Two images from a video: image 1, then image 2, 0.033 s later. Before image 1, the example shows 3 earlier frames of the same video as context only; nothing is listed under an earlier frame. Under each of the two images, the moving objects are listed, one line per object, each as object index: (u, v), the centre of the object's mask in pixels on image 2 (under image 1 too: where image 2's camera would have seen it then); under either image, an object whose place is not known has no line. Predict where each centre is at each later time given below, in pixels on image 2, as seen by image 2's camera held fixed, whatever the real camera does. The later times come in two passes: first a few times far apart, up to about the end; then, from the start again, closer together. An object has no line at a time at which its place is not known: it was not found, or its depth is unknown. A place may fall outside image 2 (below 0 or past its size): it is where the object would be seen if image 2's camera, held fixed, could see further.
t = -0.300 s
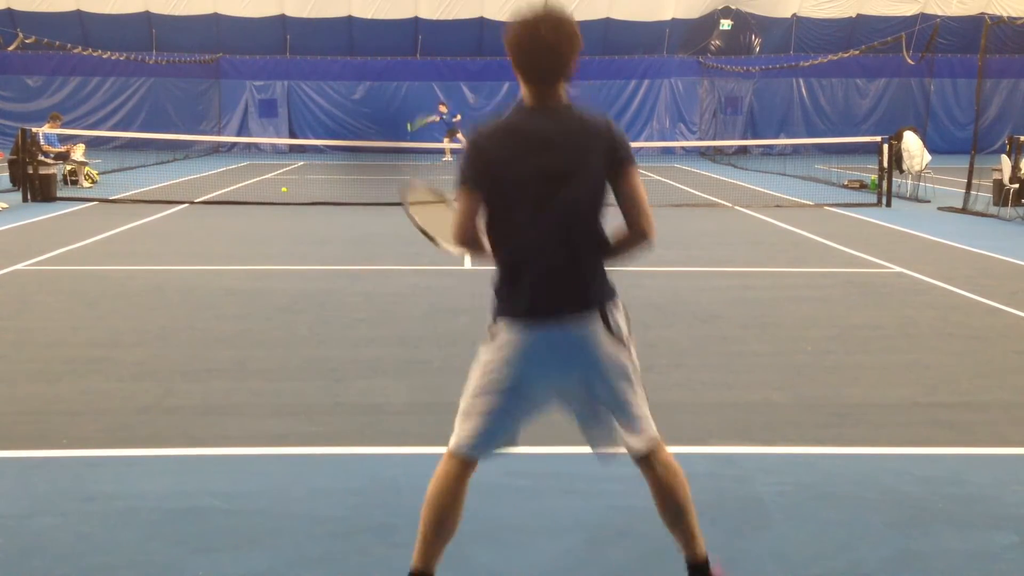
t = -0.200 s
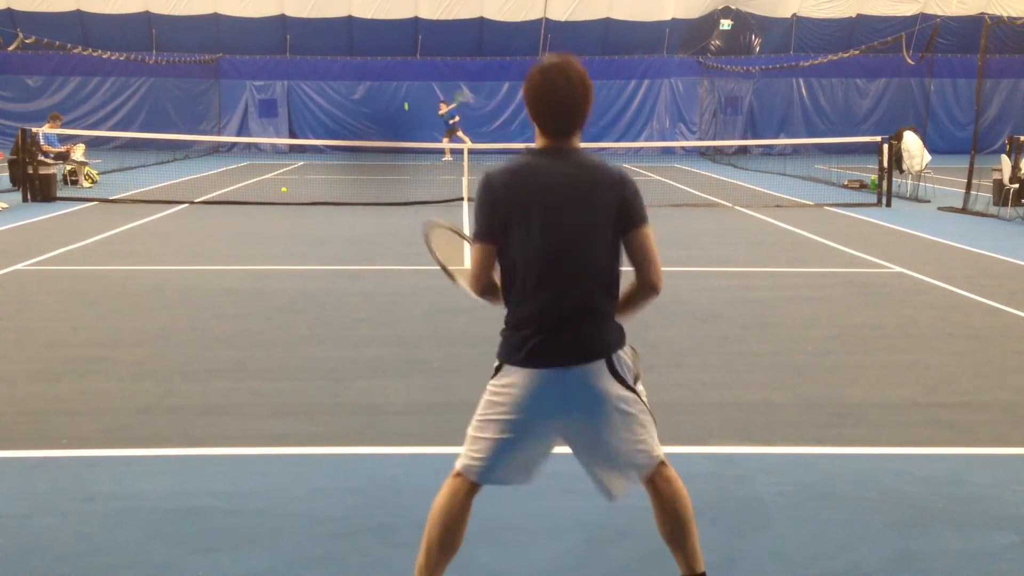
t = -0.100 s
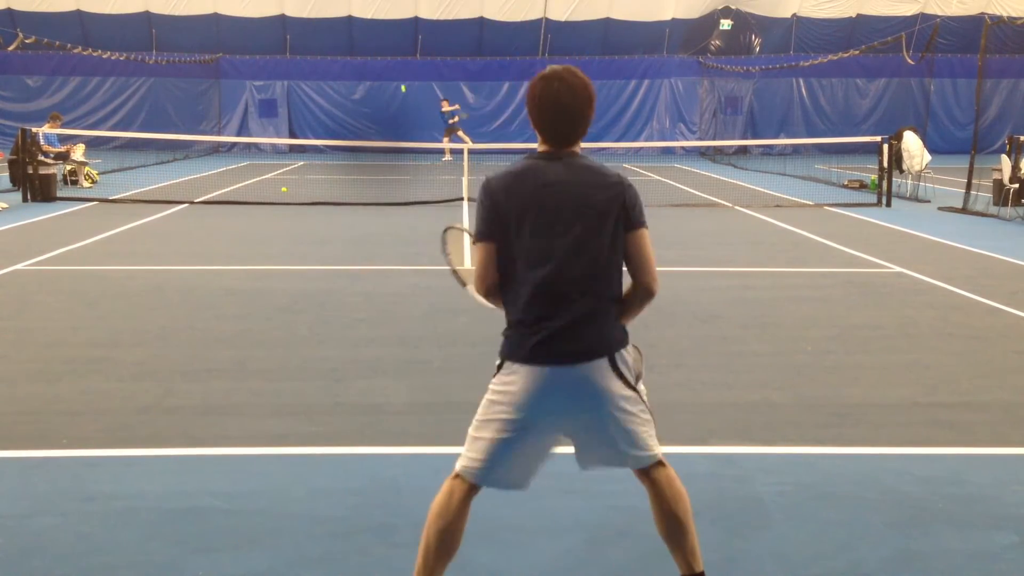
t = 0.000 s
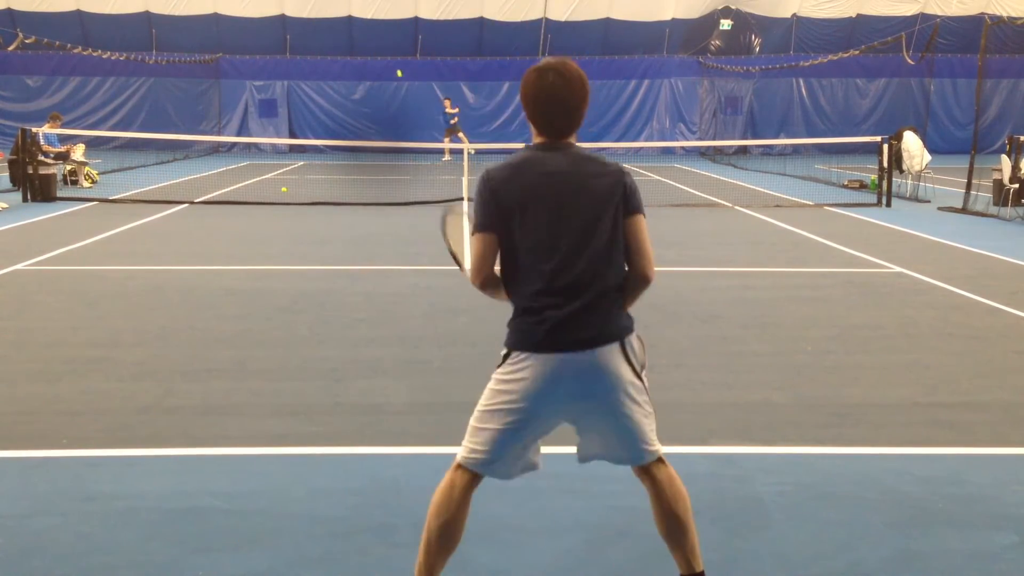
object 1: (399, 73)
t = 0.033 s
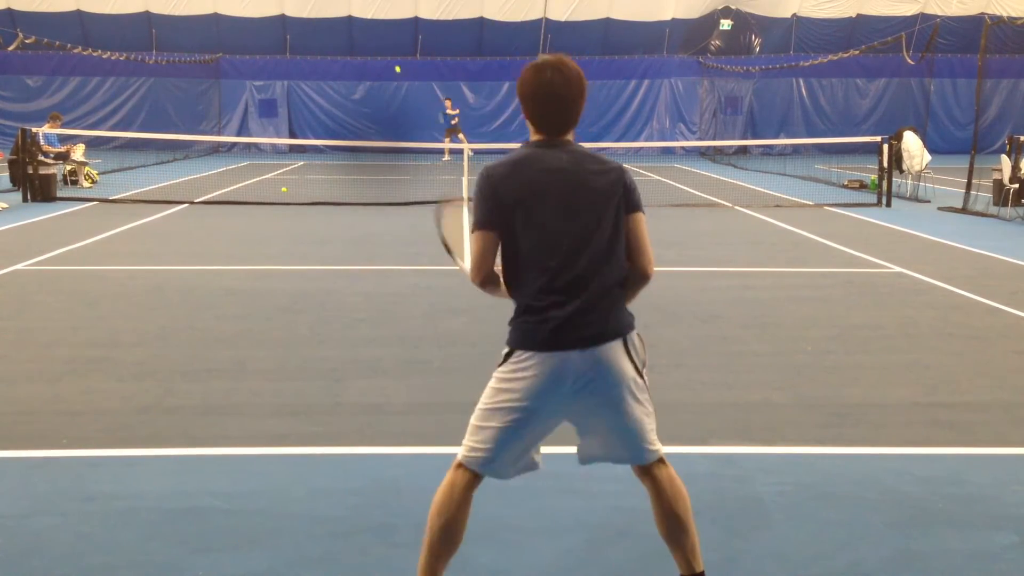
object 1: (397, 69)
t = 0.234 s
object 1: (386, 58)
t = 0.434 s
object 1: (367, 82)
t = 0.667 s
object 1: (326, 219)
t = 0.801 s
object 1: (286, 339)
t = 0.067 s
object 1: (396, 65)
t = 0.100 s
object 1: (394, 63)
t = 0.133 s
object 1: (392, 60)
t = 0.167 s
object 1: (390, 59)
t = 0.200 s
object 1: (388, 58)
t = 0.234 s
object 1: (386, 58)
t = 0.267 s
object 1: (383, 59)
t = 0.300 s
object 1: (381, 61)
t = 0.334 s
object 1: (377, 64)
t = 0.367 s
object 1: (374, 69)
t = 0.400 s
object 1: (371, 75)
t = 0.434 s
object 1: (367, 82)
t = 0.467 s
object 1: (362, 93)
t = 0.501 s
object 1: (358, 105)
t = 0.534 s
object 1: (352, 121)
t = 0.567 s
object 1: (347, 139)
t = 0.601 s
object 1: (341, 160)
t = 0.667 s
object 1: (326, 219)
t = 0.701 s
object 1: (315, 266)
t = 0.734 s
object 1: (307, 302)
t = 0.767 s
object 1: (296, 344)
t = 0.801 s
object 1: (286, 339)
